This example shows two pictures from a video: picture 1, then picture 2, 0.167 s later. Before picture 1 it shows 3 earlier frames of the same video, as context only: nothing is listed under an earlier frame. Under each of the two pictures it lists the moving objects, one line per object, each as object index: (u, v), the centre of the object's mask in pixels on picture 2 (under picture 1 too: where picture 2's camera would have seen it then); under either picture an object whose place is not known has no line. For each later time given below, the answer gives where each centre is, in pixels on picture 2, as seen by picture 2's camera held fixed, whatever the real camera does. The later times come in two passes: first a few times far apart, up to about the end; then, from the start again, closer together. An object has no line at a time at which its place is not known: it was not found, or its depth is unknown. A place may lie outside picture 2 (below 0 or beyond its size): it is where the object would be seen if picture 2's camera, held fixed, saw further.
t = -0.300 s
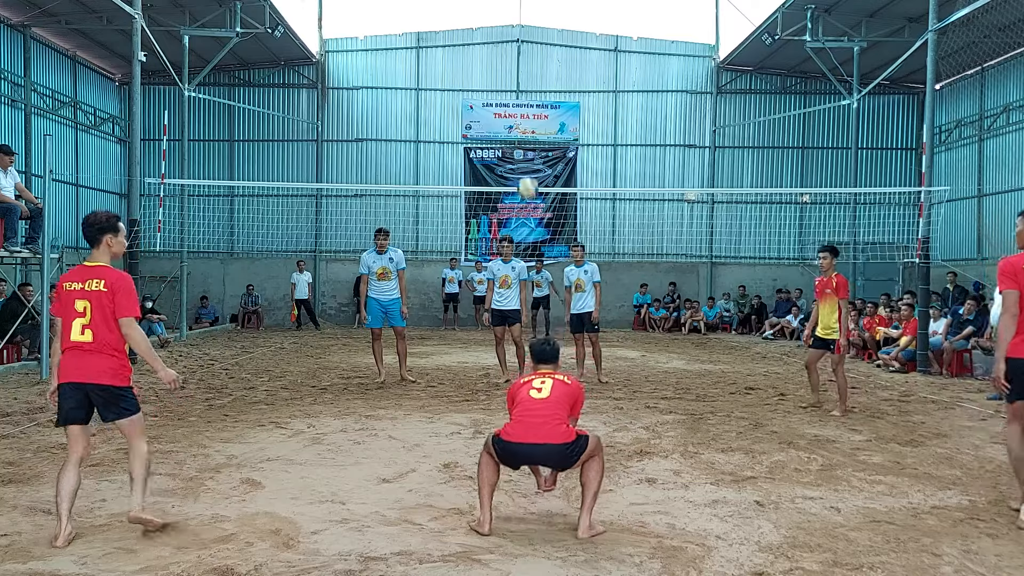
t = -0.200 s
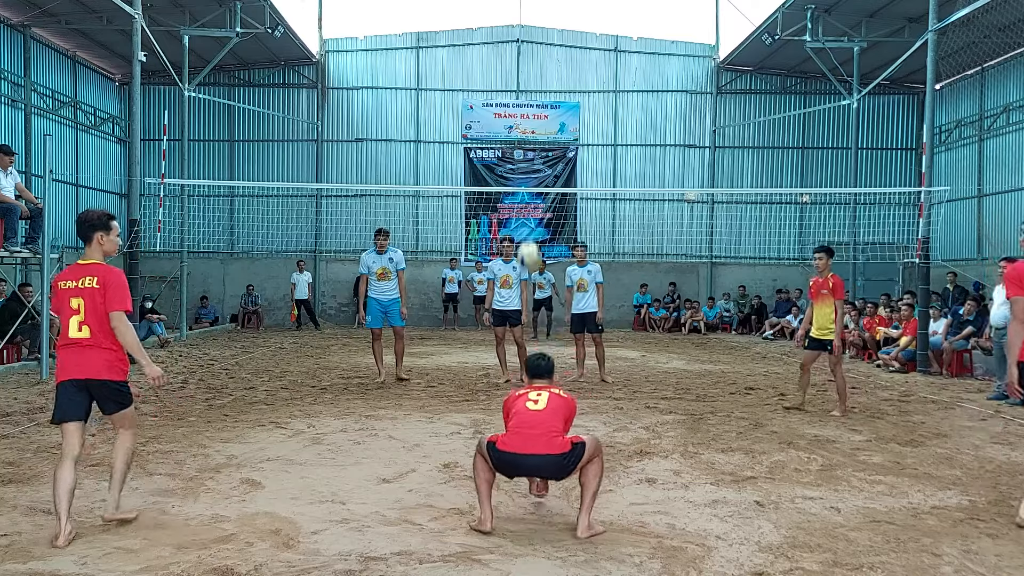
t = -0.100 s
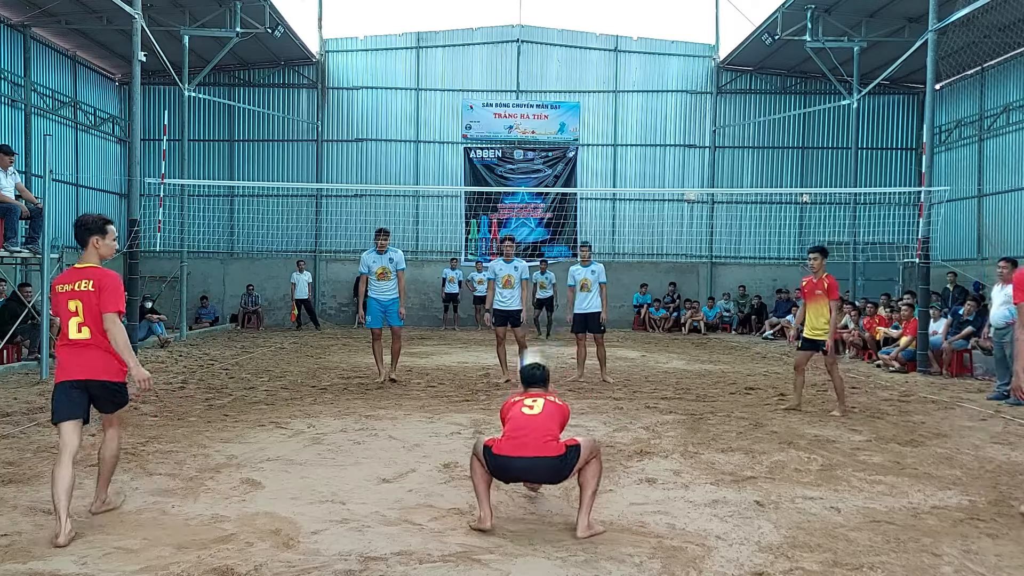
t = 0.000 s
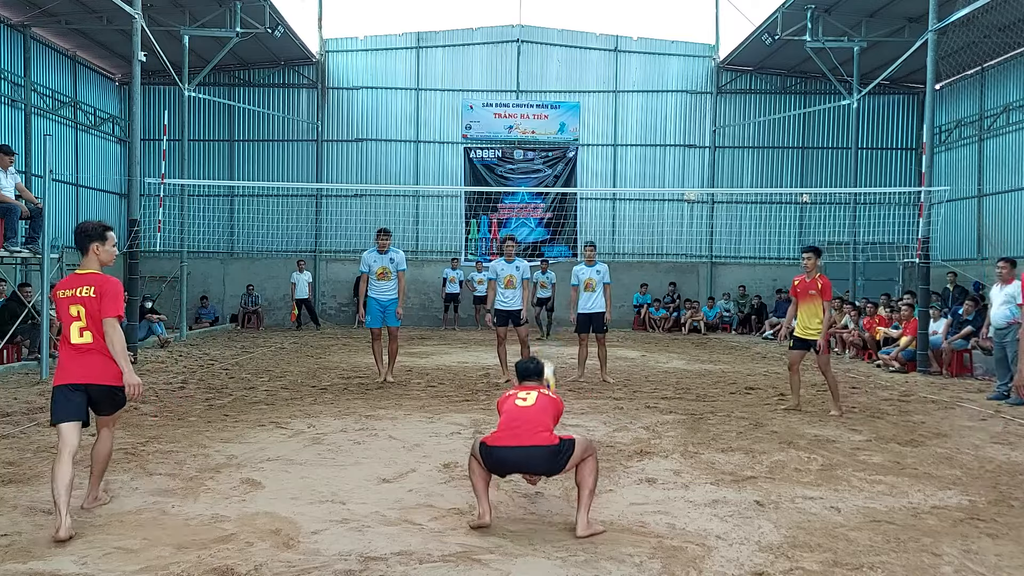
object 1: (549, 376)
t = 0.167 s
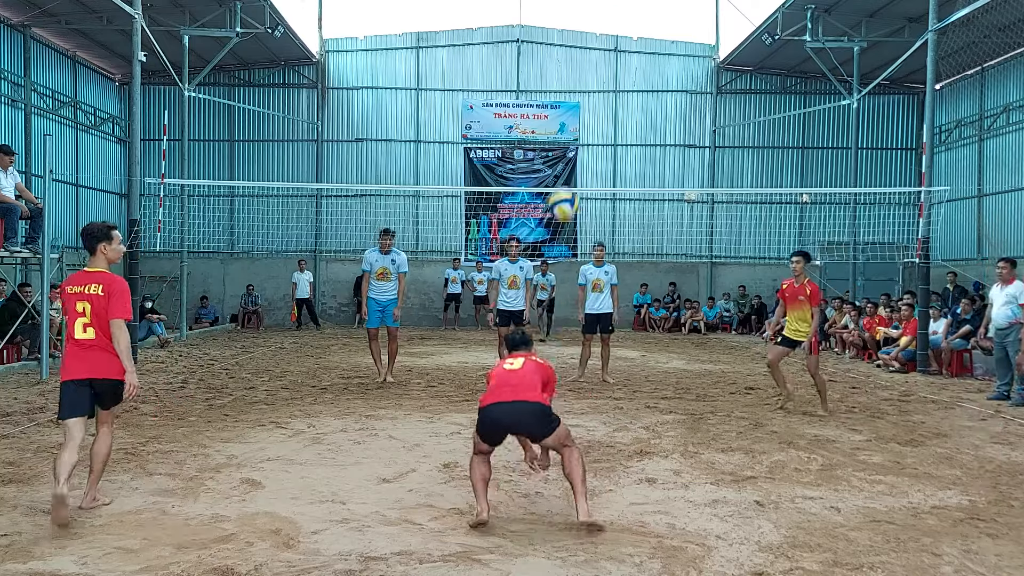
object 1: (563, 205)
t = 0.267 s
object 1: (576, 126)
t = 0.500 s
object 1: (601, 10)
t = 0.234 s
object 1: (572, 150)
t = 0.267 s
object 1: (576, 126)
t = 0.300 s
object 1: (580, 103)
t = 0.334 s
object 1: (584, 82)
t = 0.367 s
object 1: (588, 66)
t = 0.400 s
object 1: (591, 48)
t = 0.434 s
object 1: (594, 34)
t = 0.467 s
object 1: (597, 21)
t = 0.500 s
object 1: (601, 10)
